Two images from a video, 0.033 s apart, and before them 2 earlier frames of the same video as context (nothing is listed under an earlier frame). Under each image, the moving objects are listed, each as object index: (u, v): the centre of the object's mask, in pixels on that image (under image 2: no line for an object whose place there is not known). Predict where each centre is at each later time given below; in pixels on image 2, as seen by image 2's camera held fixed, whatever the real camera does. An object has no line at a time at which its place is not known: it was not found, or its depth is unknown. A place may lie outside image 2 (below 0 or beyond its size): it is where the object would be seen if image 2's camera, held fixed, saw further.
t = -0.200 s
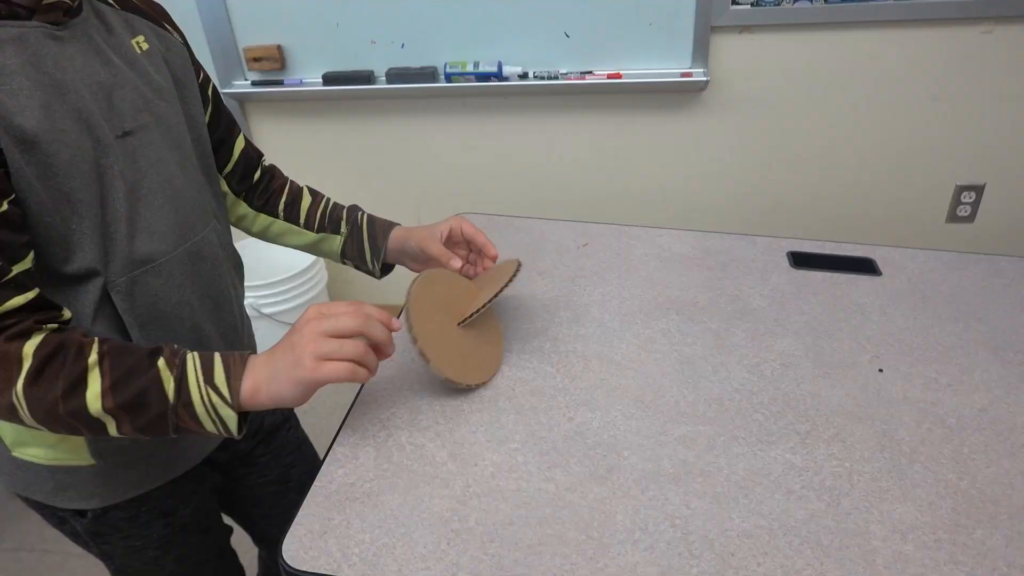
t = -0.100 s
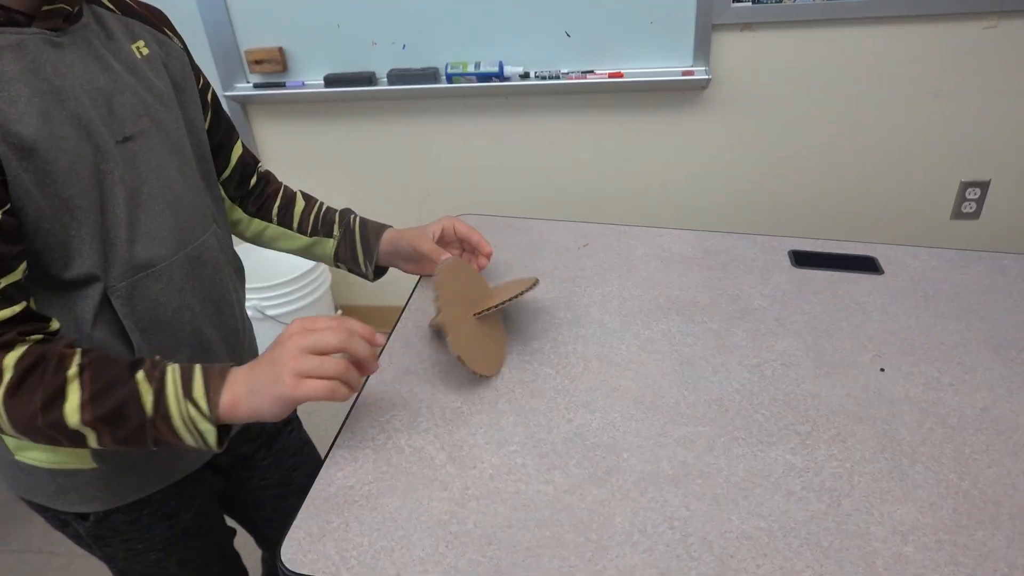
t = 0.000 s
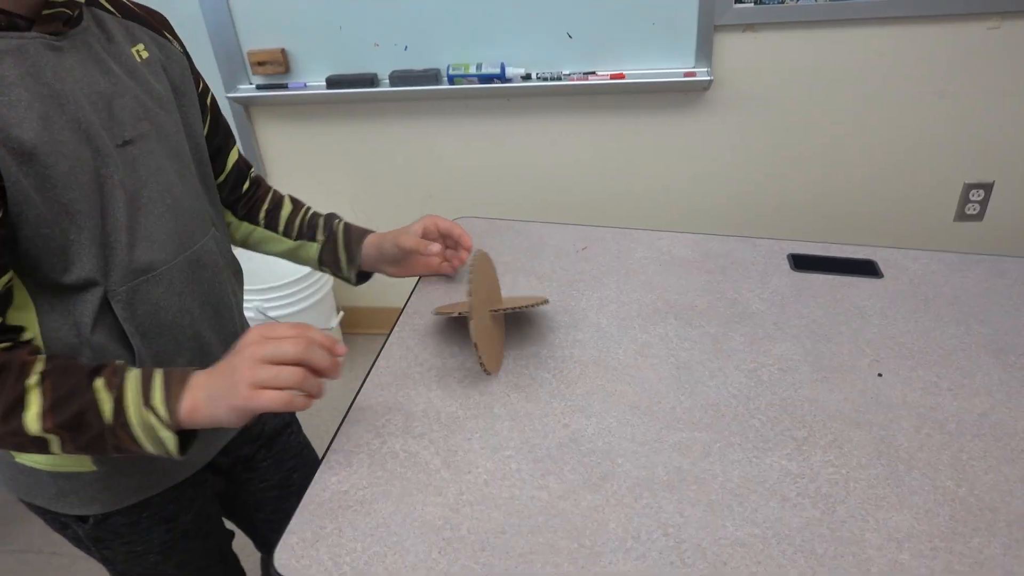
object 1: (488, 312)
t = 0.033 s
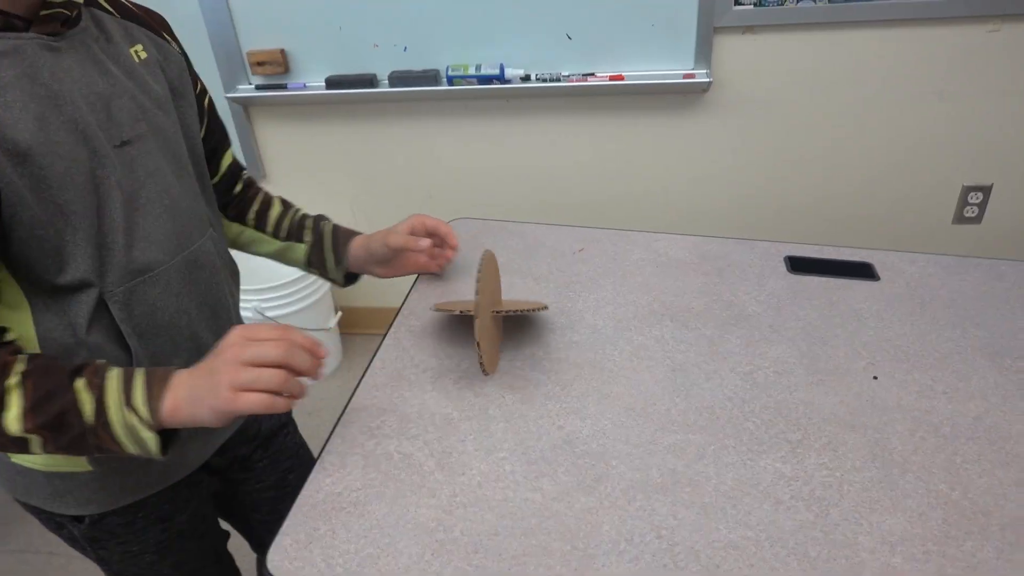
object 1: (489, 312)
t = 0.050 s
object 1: (491, 311)
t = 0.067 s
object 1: (493, 311)
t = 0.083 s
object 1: (496, 311)
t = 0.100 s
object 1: (498, 311)
